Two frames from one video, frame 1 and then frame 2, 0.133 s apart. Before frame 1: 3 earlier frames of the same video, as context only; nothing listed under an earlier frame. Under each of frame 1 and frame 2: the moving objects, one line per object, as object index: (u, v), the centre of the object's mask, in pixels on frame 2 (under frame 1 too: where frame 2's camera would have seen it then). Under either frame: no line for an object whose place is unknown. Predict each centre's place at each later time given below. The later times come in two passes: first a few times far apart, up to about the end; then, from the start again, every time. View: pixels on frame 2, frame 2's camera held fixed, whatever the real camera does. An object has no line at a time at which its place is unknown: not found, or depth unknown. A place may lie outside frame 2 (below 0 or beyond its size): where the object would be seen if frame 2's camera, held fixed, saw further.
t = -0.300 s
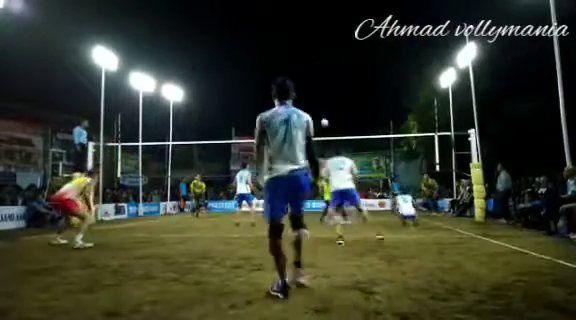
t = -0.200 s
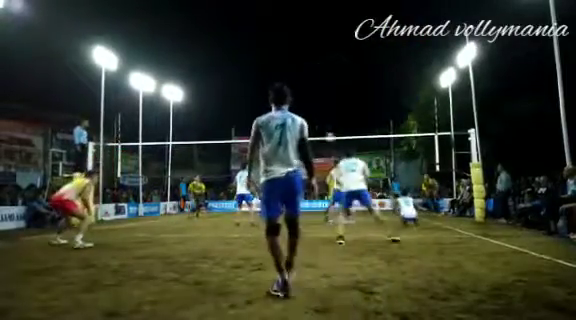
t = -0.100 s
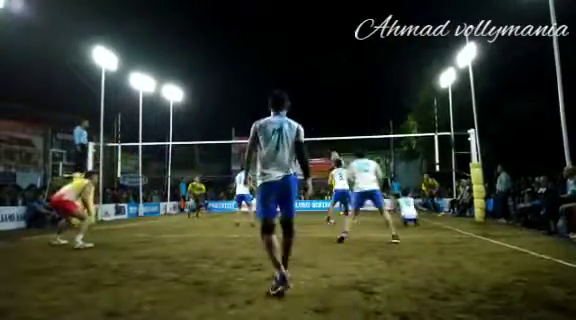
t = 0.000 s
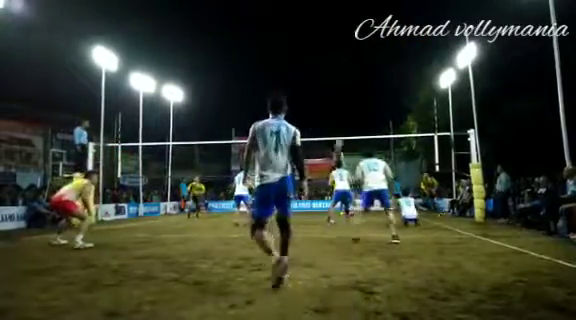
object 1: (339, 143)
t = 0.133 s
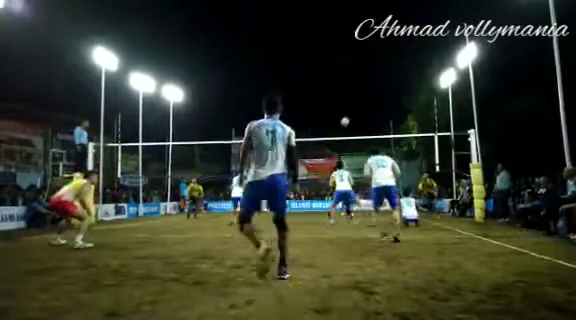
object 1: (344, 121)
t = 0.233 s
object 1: (349, 109)
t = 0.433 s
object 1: (359, 94)
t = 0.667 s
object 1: (371, 93)
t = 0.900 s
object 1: (382, 110)
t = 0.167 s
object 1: (346, 117)
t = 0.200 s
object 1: (348, 113)
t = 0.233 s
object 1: (349, 109)
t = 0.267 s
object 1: (351, 106)
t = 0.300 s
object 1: (352, 103)
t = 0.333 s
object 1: (354, 100)
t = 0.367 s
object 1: (356, 97)
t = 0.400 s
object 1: (357, 96)
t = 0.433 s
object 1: (359, 94)
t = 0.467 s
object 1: (361, 93)
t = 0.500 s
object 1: (362, 92)
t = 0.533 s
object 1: (364, 92)
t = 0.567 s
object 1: (366, 92)
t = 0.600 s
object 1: (368, 92)
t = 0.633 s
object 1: (369, 92)
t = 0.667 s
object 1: (371, 93)
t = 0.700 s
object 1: (372, 95)
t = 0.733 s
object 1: (374, 96)
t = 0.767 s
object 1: (376, 98)
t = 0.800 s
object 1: (377, 100)
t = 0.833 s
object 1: (379, 103)
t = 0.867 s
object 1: (380, 107)
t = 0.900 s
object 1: (382, 110)
